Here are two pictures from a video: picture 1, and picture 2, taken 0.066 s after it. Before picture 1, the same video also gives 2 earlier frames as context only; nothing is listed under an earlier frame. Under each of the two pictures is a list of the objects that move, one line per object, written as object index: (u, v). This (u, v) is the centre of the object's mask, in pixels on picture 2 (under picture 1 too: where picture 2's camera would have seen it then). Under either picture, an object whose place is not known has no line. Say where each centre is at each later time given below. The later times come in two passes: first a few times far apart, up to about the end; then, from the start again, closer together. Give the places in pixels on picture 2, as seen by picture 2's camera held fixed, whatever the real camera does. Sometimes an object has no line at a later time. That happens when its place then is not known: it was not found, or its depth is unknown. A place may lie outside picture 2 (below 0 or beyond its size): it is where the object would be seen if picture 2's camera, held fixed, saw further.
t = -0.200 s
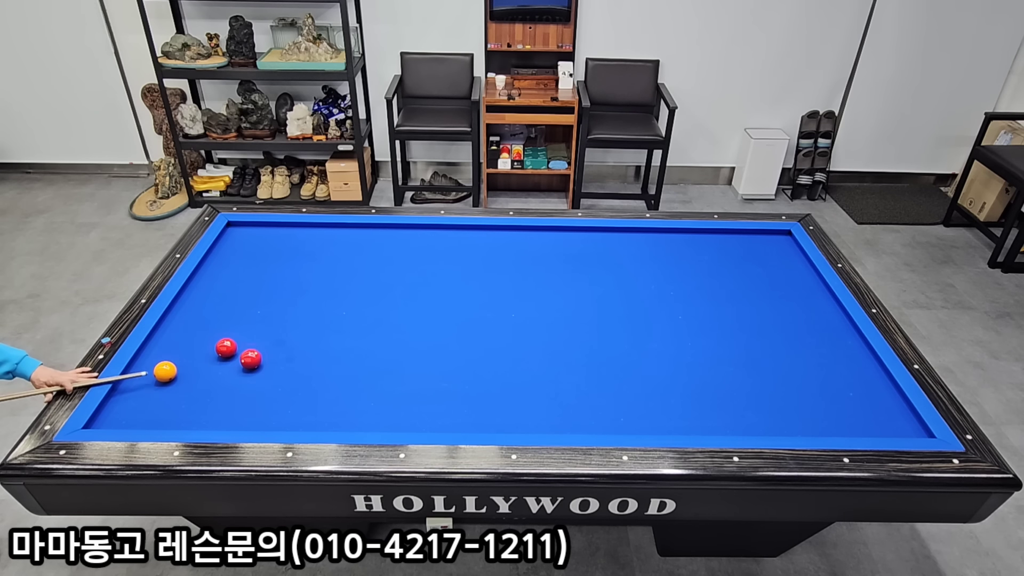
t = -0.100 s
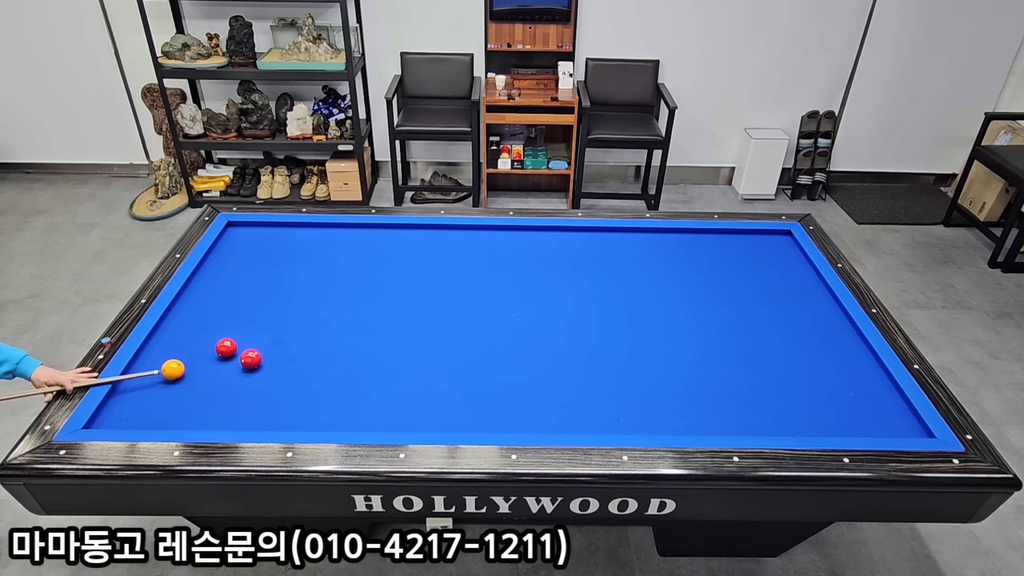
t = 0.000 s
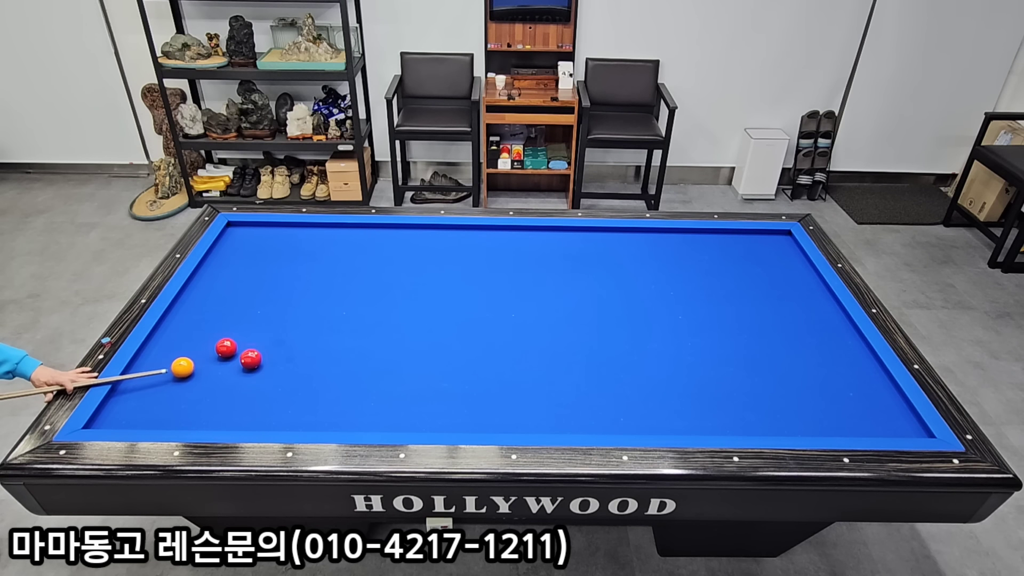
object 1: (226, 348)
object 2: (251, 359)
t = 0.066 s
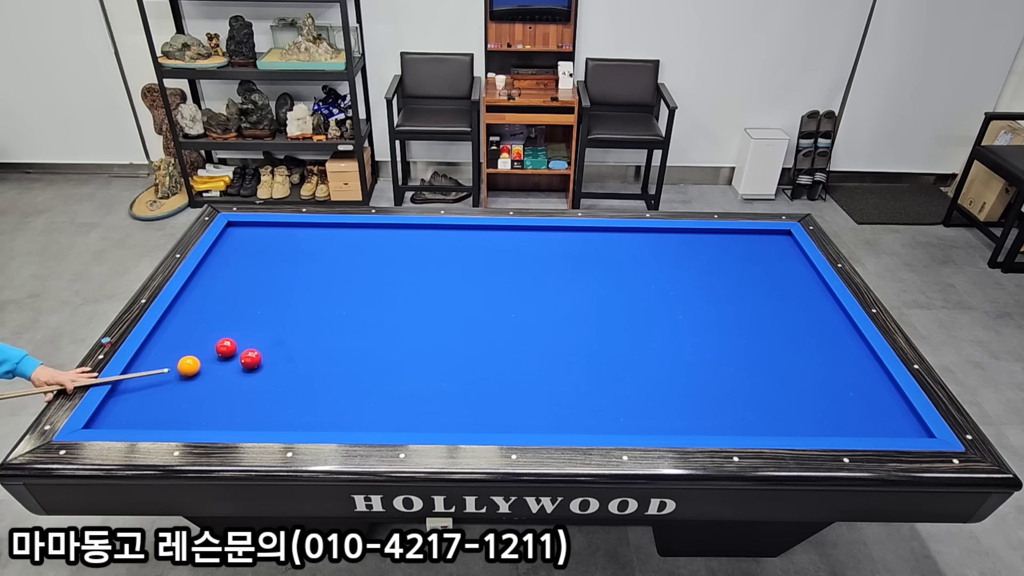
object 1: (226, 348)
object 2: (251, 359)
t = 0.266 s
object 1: (226, 348)
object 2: (251, 359)
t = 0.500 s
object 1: (230, 344)
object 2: (251, 359)
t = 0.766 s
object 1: (235, 340)
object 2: (256, 358)
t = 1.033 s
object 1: (239, 336)
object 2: (265, 357)
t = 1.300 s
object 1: (243, 332)
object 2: (272, 357)
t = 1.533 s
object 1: (247, 329)
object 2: (278, 356)
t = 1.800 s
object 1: (248, 328)
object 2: (283, 355)
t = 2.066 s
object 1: (250, 326)
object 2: (287, 355)
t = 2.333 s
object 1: (251, 325)
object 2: (290, 355)
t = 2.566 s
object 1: (251, 324)
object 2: (291, 355)
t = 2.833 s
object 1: (251, 324)
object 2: (292, 355)
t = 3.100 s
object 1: (251, 324)
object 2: (292, 354)
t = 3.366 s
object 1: (251, 324)
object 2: (291, 355)
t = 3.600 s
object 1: (251, 324)
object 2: (292, 355)
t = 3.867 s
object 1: (251, 324)
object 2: (292, 355)
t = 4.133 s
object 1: (251, 324)
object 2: (292, 355)
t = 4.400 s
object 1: (251, 324)
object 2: (292, 354)
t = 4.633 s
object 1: (251, 324)
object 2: (292, 355)
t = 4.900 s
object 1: (251, 324)
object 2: (292, 355)
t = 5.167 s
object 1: (252, 324)
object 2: (292, 354)
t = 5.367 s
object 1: (252, 326)
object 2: (292, 354)
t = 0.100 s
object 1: (226, 348)
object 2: (251, 359)
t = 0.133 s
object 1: (226, 348)
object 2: (251, 359)
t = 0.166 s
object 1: (226, 348)
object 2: (251, 359)
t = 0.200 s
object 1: (226, 348)
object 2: (251, 359)
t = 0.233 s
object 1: (226, 348)
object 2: (251, 359)
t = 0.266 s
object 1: (226, 348)
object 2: (251, 359)
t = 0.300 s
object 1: (226, 347)
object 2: (251, 359)
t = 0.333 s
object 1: (227, 347)
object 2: (251, 359)
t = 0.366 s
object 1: (227, 346)
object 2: (251, 359)
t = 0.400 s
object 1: (228, 346)
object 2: (251, 359)
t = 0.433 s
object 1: (229, 345)
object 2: (251, 359)
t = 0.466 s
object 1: (229, 344)
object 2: (251, 359)
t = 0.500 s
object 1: (230, 344)
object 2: (251, 359)
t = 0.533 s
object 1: (231, 343)
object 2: (251, 359)
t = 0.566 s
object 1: (231, 343)
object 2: (251, 359)
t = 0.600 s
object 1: (232, 342)
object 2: (251, 359)
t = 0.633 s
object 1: (232, 342)
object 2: (252, 359)
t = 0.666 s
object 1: (233, 341)
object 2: (253, 359)
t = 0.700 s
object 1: (233, 341)
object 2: (254, 359)
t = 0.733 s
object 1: (234, 341)
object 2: (255, 358)
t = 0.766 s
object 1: (235, 340)
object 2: (256, 358)
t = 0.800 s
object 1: (235, 339)
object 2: (258, 358)
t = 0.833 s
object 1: (236, 339)
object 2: (259, 358)
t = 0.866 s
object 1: (237, 338)
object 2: (260, 358)
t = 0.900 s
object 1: (237, 338)
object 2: (261, 358)
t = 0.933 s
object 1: (238, 337)
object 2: (262, 358)
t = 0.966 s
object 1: (238, 337)
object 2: (263, 358)
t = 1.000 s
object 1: (239, 336)
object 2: (264, 357)
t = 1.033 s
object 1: (239, 336)
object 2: (265, 357)
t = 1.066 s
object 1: (240, 335)
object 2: (266, 357)
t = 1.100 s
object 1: (240, 335)
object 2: (267, 357)
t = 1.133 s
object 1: (241, 334)
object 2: (268, 357)
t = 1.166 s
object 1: (241, 334)
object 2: (269, 357)
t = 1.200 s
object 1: (242, 334)
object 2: (270, 357)
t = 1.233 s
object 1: (242, 333)
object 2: (270, 357)
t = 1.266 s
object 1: (243, 333)
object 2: (271, 357)
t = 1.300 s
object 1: (243, 332)
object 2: (272, 357)
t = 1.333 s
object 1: (243, 332)
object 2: (273, 357)
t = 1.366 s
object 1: (244, 332)
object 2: (274, 356)
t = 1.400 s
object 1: (244, 331)
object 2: (275, 356)
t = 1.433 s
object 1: (245, 331)
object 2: (275, 356)
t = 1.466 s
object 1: (246, 331)
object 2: (276, 356)
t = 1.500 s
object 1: (246, 330)
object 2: (277, 356)
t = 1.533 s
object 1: (247, 329)
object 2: (278, 356)
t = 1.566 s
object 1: (246, 329)
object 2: (278, 356)
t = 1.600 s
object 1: (246, 327)
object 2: (279, 356)
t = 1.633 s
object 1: (246, 327)
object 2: (280, 356)
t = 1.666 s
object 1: (246, 328)
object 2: (280, 356)
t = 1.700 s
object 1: (247, 328)
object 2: (281, 356)
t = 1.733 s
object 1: (247, 328)
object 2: (281, 356)
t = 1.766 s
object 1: (247, 328)
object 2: (282, 355)
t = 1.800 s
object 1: (248, 328)
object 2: (283, 355)
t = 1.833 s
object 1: (248, 327)
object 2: (283, 355)
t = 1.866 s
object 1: (248, 327)
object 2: (284, 355)
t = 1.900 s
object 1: (248, 327)
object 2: (284, 355)
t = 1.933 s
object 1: (249, 327)
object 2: (285, 355)
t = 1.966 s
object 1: (249, 327)
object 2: (285, 355)
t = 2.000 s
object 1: (249, 326)
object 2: (286, 355)
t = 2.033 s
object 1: (249, 326)
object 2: (286, 355)
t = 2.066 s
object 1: (250, 326)
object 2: (287, 355)
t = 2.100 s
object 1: (250, 326)
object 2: (287, 355)
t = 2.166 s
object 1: (250, 326)
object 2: (288, 355)
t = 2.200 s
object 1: (250, 326)
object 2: (288, 355)
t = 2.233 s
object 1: (250, 326)
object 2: (289, 355)
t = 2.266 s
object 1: (250, 325)
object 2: (289, 355)
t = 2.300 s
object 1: (250, 325)
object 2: (290, 355)
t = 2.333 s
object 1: (251, 325)
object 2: (290, 355)
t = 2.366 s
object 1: (251, 325)
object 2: (290, 355)
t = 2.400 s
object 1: (251, 325)
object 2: (290, 355)
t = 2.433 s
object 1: (251, 325)
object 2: (290, 355)
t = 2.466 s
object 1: (251, 325)
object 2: (291, 355)
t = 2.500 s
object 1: (251, 324)
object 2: (291, 355)
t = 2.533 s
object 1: (251, 324)
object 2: (291, 355)
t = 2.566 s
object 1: (251, 324)
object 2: (291, 355)
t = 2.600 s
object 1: (251, 324)
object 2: (291, 355)
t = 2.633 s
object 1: (251, 324)
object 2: (291, 355)
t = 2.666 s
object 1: (251, 324)
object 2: (291, 355)
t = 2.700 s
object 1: (251, 324)
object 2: (292, 355)
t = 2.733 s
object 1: (251, 324)
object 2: (292, 355)
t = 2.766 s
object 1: (251, 324)
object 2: (292, 355)
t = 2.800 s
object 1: (251, 324)
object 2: (292, 355)
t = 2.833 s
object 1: (251, 324)
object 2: (292, 355)
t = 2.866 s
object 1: (252, 324)
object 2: (292, 355)
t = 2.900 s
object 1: (251, 324)
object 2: (292, 354)
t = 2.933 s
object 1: (251, 324)
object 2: (292, 355)
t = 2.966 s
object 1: (251, 324)
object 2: (292, 354)
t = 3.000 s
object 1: (251, 324)
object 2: (292, 355)
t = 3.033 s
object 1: (251, 324)
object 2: (292, 355)
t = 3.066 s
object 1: (251, 324)
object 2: (291, 354)
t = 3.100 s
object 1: (251, 324)
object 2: (292, 354)
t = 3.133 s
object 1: (251, 324)
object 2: (291, 354)
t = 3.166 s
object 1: (251, 324)
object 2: (292, 355)
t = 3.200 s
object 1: (251, 324)
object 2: (292, 355)
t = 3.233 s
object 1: (251, 324)
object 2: (291, 354)
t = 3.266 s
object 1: (251, 324)
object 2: (292, 355)
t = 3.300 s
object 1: (251, 324)
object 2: (292, 355)
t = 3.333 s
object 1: (251, 324)
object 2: (291, 355)
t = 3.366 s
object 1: (251, 324)
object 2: (291, 355)
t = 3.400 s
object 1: (251, 324)
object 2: (292, 354)
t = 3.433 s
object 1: (251, 324)
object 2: (292, 355)
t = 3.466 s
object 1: (251, 324)
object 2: (292, 355)
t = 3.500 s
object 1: (251, 324)
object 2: (292, 355)
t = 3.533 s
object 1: (251, 324)
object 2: (292, 355)
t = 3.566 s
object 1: (251, 324)
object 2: (292, 355)
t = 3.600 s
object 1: (251, 324)
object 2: (292, 355)
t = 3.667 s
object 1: (251, 324)
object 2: (292, 355)
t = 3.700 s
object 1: (251, 324)
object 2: (292, 355)
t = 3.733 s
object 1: (251, 324)
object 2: (292, 355)
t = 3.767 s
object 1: (251, 324)
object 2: (291, 355)
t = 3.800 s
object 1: (251, 324)
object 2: (292, 355)
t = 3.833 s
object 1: (251, 324)
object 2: (292, 355)
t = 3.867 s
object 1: (251, 324)
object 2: (292, 355)
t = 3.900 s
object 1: (251, 324)
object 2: (292, 355)
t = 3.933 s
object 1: (251, 324)
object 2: (292, 355)
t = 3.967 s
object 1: (251, 324)
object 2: (292, 355)
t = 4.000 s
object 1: (251, 324)
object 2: (292, 355)
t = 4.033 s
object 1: (251, 324)
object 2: (292, 355)
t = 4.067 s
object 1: (251, 324)
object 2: (292, 355)
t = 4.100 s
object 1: (251, 324)
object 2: (292, 355)
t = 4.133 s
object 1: (251, 324)
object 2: (292, 355)
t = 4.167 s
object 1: (251, 324)
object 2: (292, 355)
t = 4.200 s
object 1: (251, 324)
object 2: (292, 354)
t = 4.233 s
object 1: (251, 324)
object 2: (292, 354)
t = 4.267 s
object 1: (251, 324)
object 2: (292, 355)
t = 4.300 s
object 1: (251, 324)
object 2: (292, 354)
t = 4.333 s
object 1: (251, 324)
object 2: (292, 355)
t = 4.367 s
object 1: (251, 324)
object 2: (292, 354)
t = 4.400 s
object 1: (251, 324)
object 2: (292, 354)
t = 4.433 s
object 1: (251, 324)
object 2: (292, 355)
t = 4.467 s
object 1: (251, 324)
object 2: (292, 354)
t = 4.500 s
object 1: (251, 324)
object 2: (292, 354)
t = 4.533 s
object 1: (251, 324)
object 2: (292, 354)
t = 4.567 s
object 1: (251, 324)
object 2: (292, 354)
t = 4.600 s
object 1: (251, 324)
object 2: (292, 354)
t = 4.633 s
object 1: (251, 324)
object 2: (292, 355)
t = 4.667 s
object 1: (251, 324)
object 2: (292, 354)
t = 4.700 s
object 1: (251, 324)
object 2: (292, 354)
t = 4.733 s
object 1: (251, 324)
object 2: (292, 355)
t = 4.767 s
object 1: (251, 324)
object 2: (292, 355)
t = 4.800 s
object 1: (251, 324)
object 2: (292, 354)
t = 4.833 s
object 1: (252, 324)
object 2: (292, 355)
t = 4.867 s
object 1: (251, 324)
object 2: (292, 354)
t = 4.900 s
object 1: (251, 324)
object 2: (292, 355)
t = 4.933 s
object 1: (251, 324)
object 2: (292, 355)
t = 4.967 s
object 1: (251, 324)
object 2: (292, 355)
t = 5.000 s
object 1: (251, 324)
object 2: (292, 354)
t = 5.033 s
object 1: (251, 324)
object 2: (292, 355)
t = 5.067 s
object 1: (251, 324)
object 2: (292, 354)
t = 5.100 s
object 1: (251, 324)
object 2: (292, 355)
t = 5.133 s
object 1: (252, 324)
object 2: (292, 355)
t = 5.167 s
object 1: (252, 324)
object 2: (292, 354)
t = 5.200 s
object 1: (252, 324)
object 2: (292, 355)
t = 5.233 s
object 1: (251, 324)
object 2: (292, 355)
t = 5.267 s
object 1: (251, 324)
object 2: (292, 354)
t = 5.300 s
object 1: (252, 325)
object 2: (292, 354)
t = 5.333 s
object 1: (252, 325)
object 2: (292, 354)
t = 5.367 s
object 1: (252, 326)
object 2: (292, 354)
